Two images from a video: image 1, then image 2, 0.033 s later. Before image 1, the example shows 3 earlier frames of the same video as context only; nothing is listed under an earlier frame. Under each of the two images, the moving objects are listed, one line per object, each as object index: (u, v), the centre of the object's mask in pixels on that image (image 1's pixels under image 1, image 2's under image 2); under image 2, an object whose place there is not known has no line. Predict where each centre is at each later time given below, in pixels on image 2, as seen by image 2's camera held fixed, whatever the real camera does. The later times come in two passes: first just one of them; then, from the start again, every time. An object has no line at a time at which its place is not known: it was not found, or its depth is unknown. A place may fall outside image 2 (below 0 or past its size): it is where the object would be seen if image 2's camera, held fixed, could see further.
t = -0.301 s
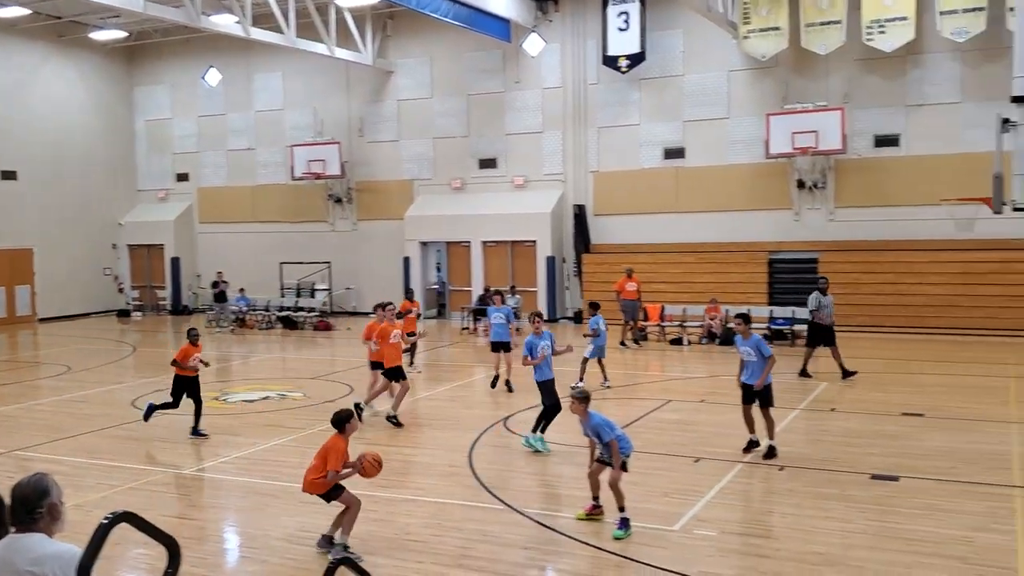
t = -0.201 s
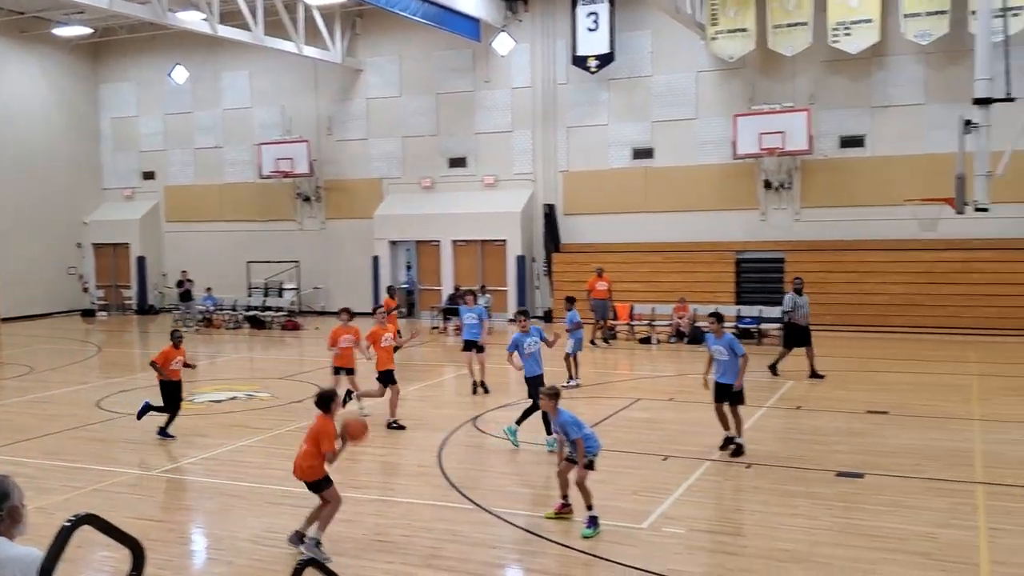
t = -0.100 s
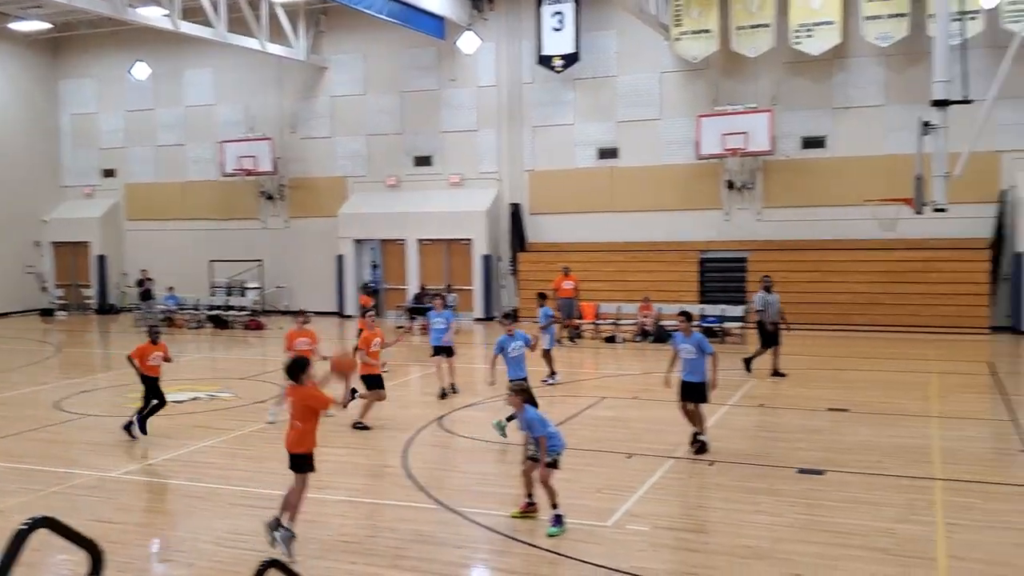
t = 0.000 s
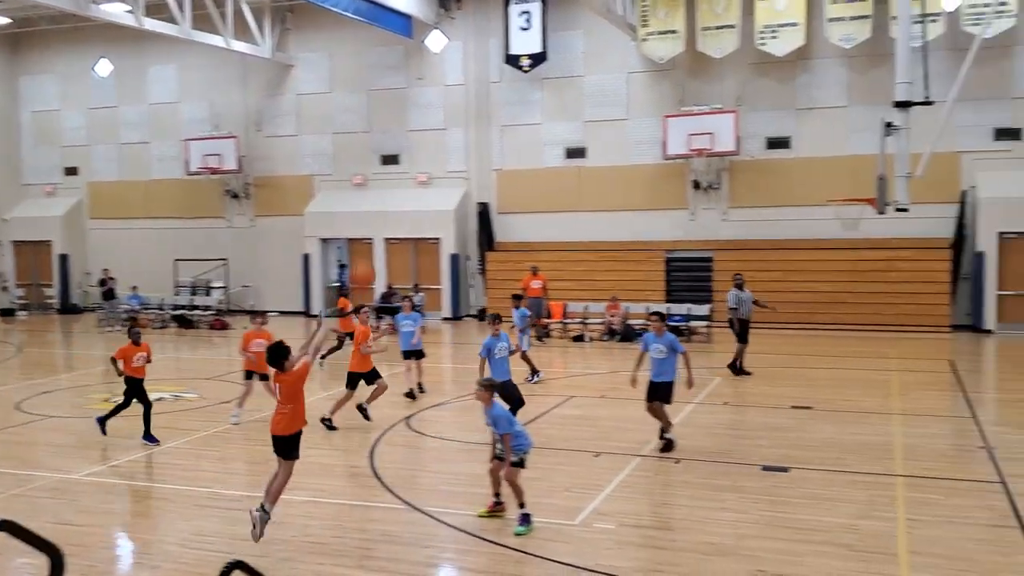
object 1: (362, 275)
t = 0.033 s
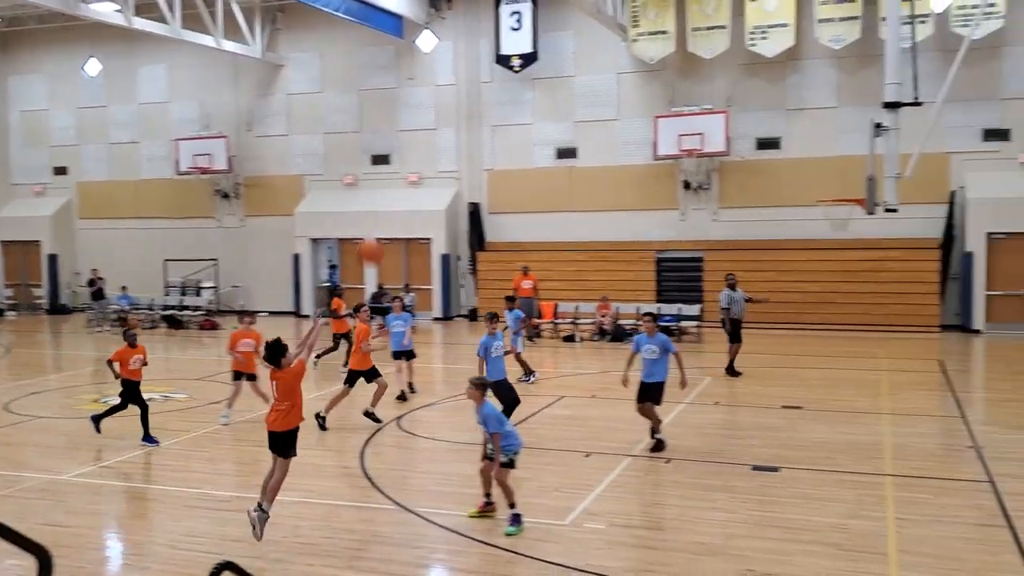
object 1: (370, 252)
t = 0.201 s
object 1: (449, 146)
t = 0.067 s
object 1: (386, 226)
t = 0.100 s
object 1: (402, 205)
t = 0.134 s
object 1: (417, 183)
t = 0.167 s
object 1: (433, 163)
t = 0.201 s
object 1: (449, 146)
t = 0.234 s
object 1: (464, 129)
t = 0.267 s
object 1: (478, 114)
